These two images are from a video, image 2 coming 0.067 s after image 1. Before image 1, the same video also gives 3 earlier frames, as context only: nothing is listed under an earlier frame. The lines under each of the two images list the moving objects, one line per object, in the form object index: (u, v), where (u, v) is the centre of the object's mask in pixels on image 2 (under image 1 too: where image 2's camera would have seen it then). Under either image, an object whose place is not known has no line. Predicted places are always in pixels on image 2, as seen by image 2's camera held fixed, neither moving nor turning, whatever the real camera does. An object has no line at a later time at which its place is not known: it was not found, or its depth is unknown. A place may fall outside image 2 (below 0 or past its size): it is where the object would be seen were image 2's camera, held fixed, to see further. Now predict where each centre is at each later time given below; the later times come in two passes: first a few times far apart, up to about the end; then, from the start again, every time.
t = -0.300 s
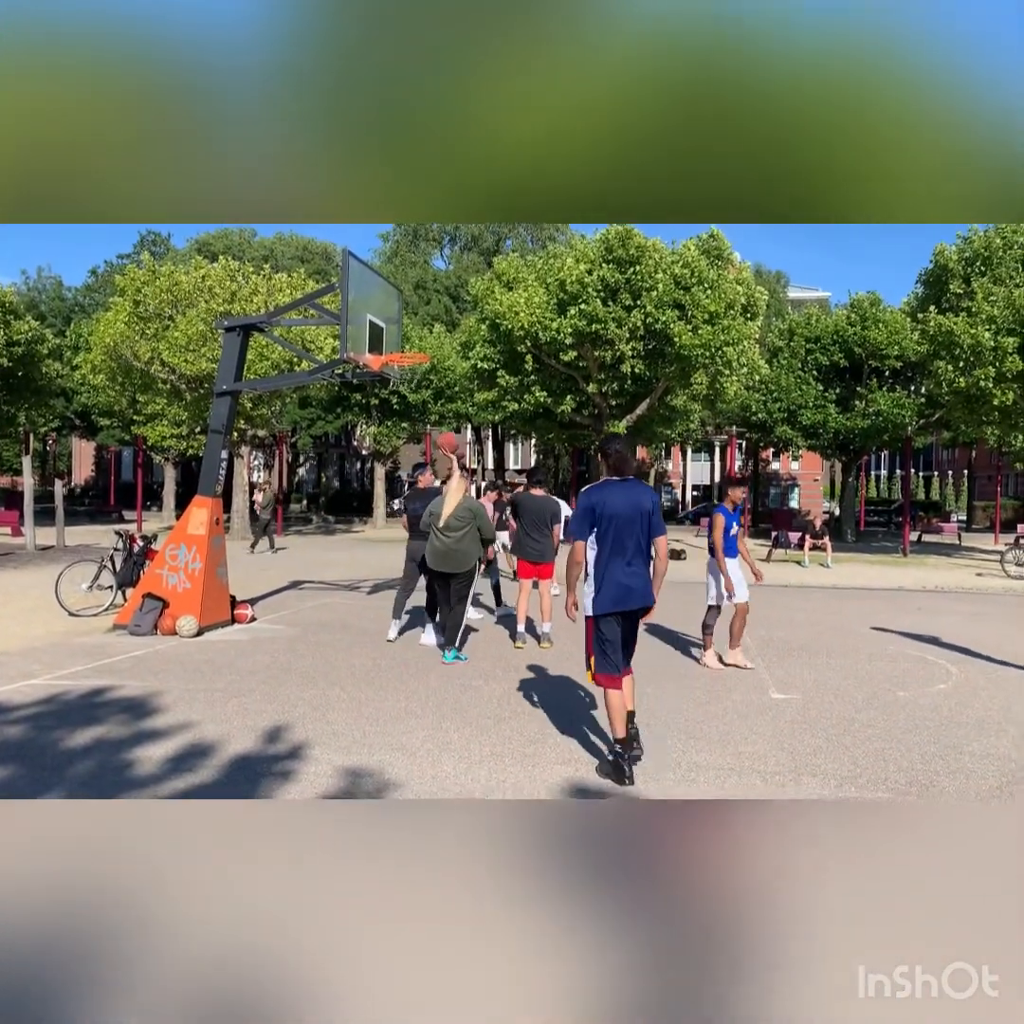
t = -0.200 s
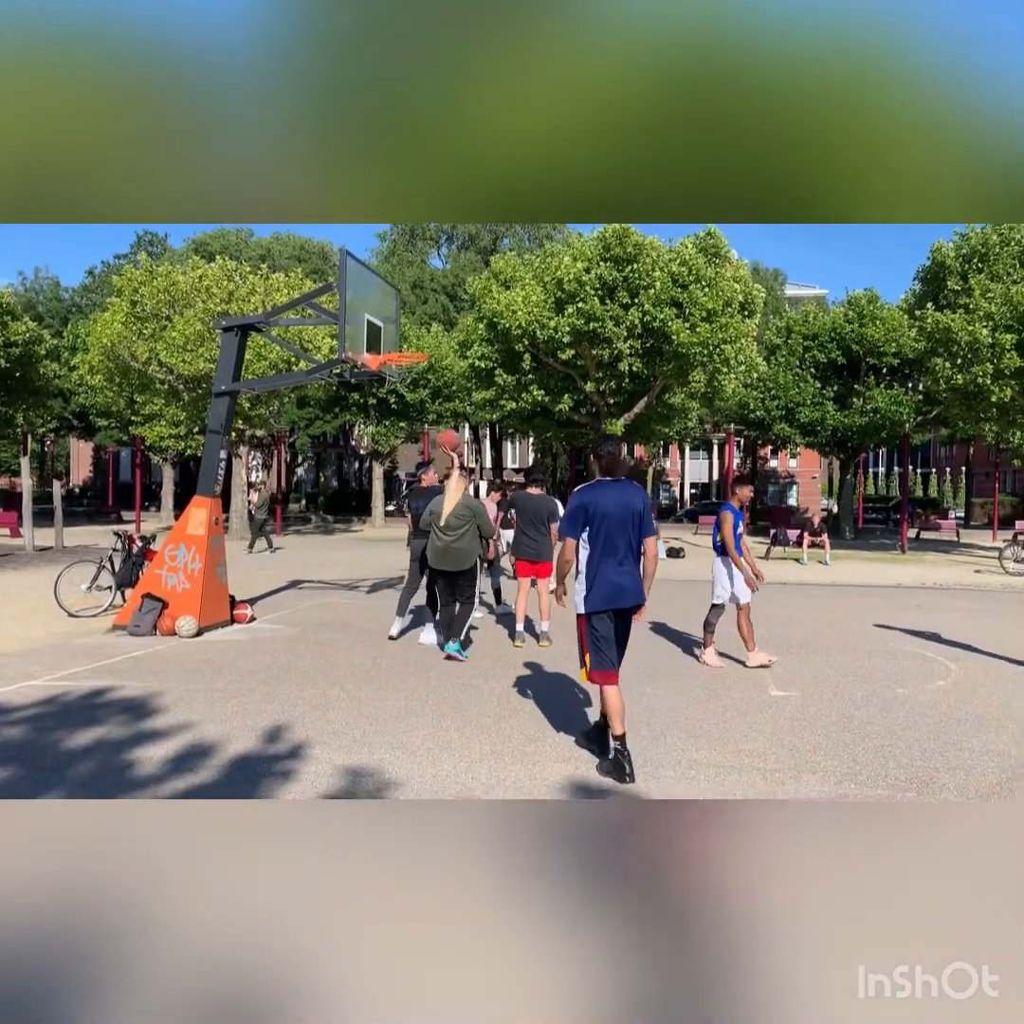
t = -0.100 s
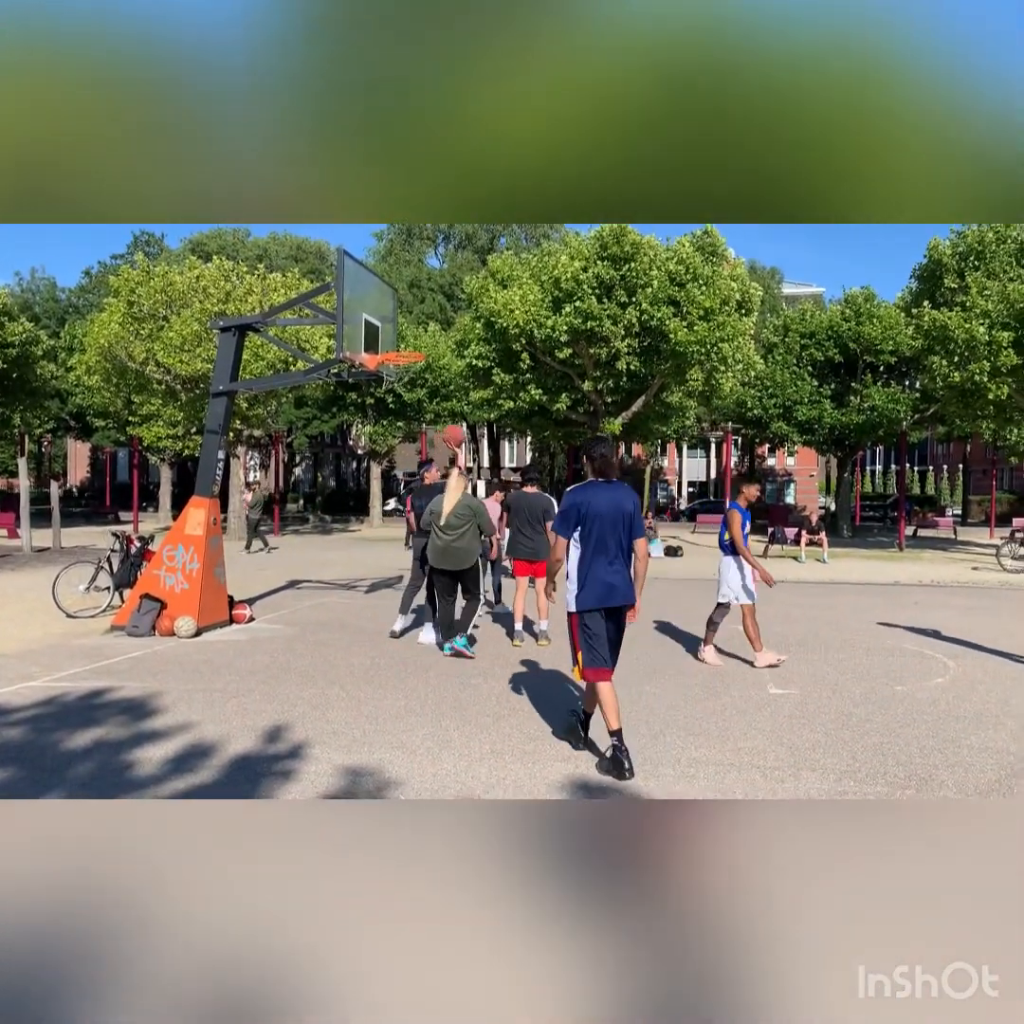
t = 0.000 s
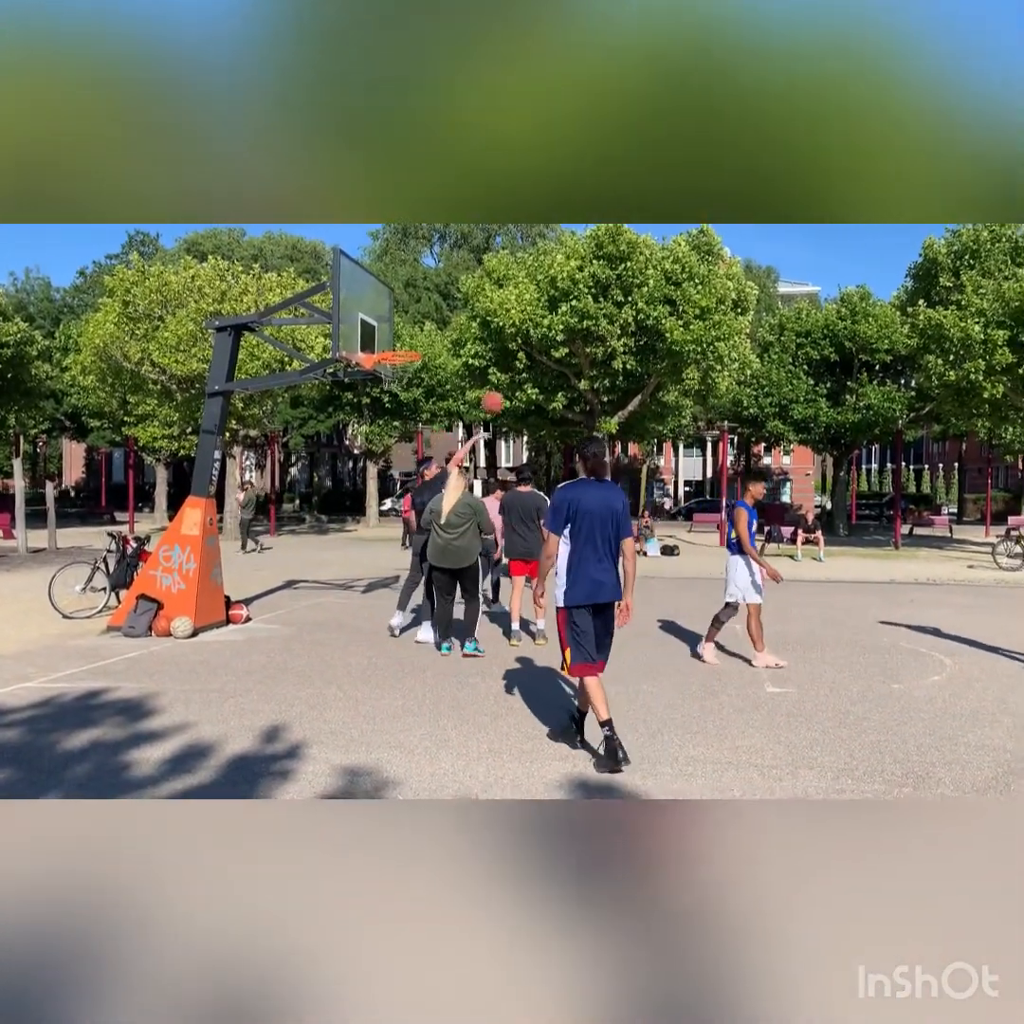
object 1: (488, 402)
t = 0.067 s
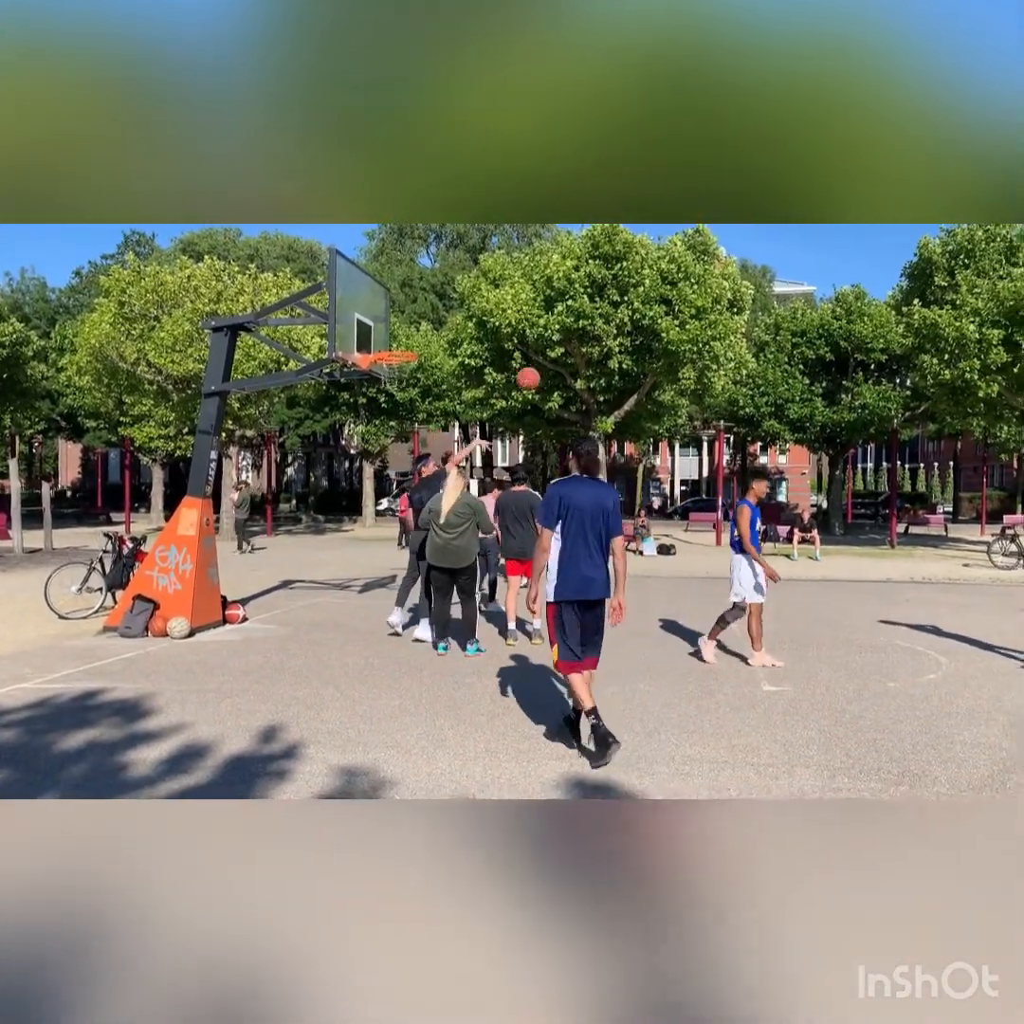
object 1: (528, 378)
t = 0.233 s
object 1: (628, 337)
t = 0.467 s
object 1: (767, 320)
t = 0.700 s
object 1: (907, 359)
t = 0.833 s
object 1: (986, 402)
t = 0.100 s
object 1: (547, 368)
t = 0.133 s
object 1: (568, 358)
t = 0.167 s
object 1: (587, 349)
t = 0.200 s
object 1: (607, 343)
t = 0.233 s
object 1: (628, 337)
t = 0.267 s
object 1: (647, 331)
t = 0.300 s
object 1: (668, 326)
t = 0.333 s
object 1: (688, 323)
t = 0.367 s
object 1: (708, 321)
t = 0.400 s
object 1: (728, 319)
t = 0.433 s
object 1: (748, 319)
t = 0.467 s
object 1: (767, 320)
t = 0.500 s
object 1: (787, 322)
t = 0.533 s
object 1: (807, 325)
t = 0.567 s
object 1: (827, 330)
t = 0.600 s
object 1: (847, 335)
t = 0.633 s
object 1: (867, 341)
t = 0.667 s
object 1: (886, 348)
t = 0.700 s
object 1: (907, 359)
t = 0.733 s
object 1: (926, 366)
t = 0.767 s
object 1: (947, 376)
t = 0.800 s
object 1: (966, 389)
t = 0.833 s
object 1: (986, 402)
